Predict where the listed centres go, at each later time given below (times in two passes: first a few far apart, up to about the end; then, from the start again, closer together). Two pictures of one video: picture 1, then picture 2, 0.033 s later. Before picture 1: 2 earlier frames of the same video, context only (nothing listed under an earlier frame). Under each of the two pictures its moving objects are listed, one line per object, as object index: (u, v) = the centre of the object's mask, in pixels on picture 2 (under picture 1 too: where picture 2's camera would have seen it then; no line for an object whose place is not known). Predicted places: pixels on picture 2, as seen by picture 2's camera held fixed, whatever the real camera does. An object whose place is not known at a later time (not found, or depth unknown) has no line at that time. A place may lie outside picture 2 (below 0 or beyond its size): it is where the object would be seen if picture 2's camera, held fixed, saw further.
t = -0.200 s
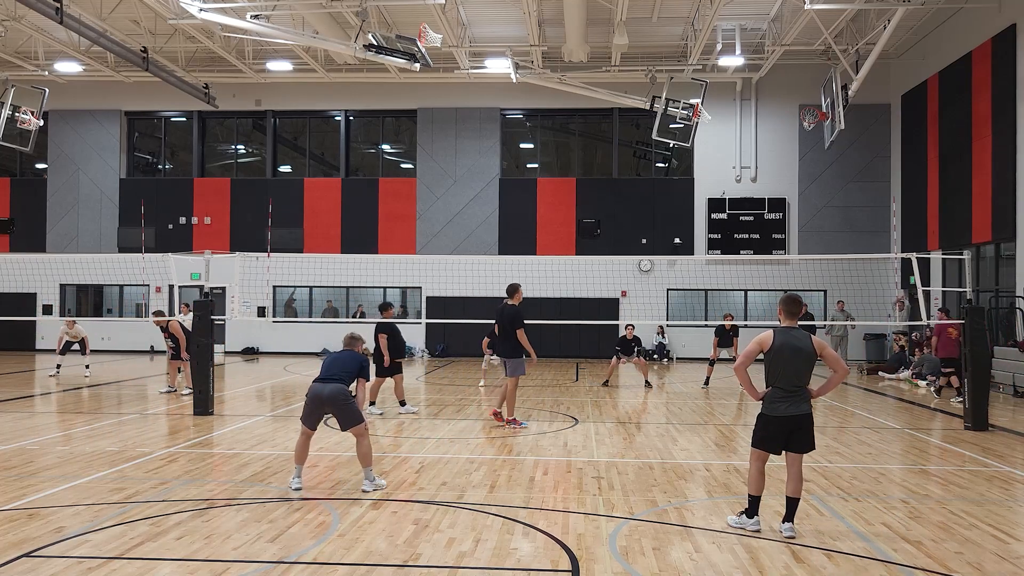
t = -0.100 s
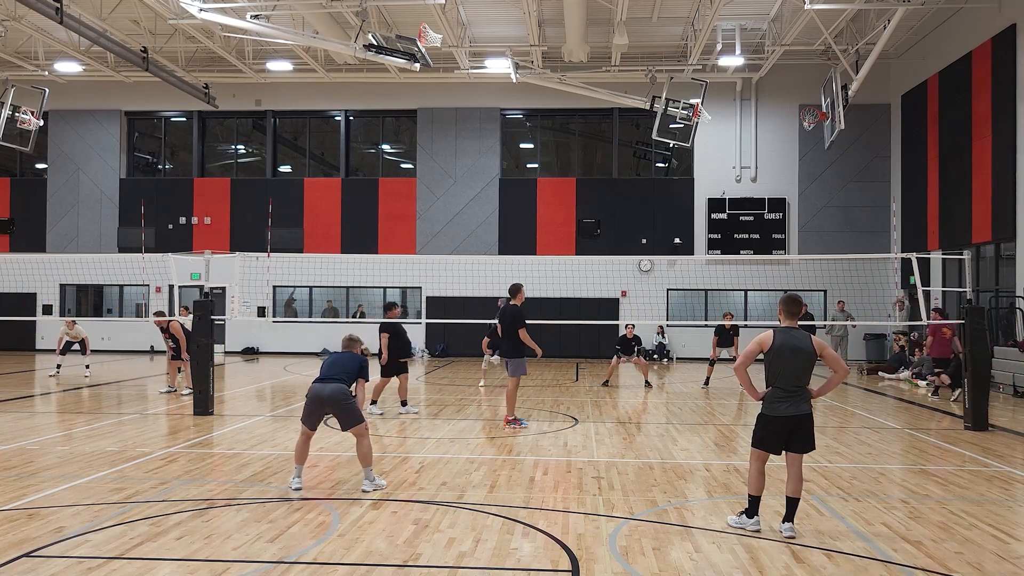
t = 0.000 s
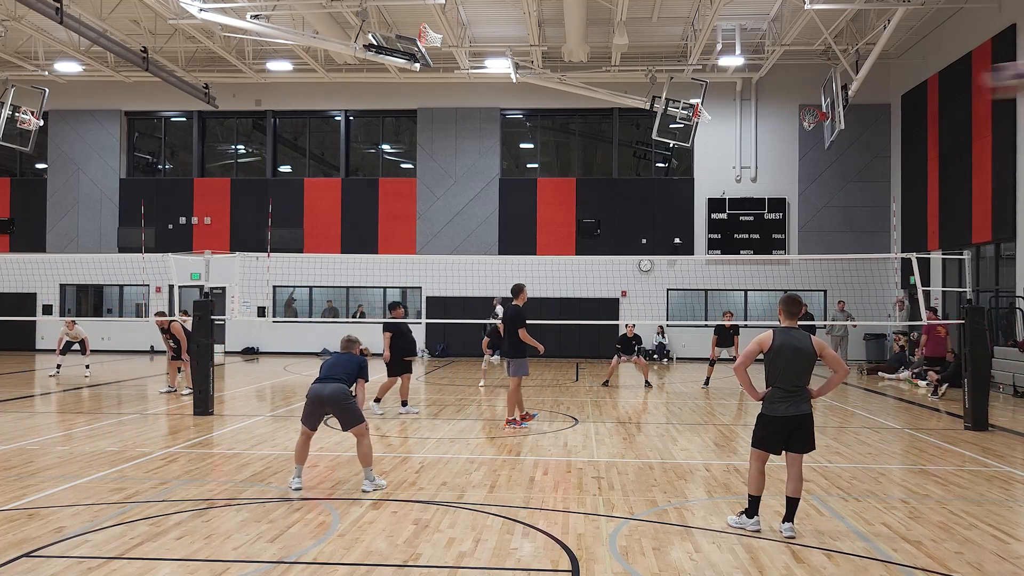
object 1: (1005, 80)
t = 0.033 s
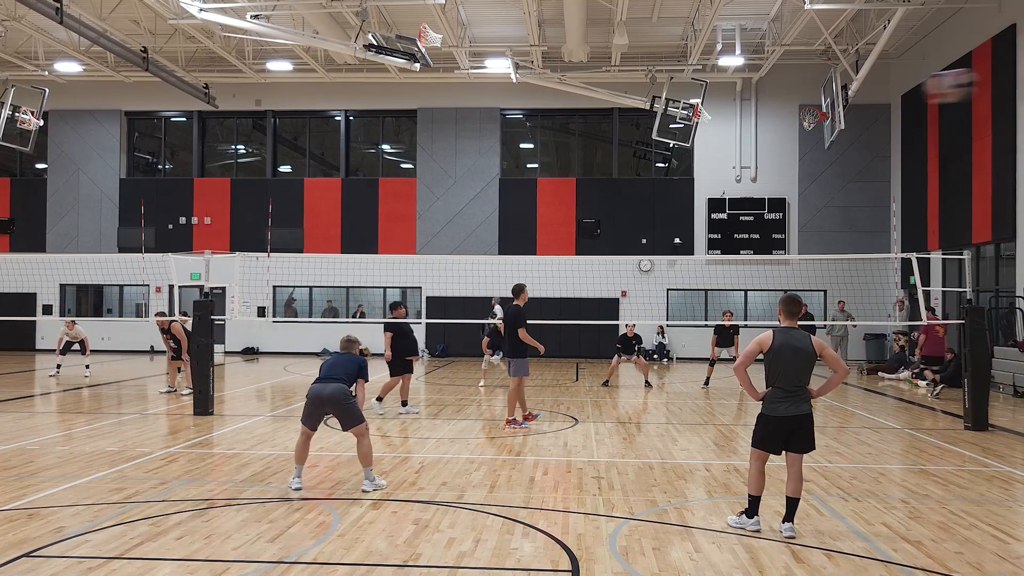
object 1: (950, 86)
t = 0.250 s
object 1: (724, 138)
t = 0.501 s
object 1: (615, 206)
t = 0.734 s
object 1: (561, 272)
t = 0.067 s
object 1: (898, 93)
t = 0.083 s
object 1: (875, 96)
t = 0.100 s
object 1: (858, 99)
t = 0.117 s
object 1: (837, 103)
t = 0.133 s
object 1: (819, 106)
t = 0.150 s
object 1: (802, 111)
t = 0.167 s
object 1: (786, 115)
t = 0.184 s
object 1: (773, 119)
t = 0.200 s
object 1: (759, 124)
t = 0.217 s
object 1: (746, 128)
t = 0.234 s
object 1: (735, 133)
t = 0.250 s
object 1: (724, 138)
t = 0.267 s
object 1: (714, 142)
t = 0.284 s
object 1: (705, 146)
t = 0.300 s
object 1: (694, 150)
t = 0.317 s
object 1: (684, 154)
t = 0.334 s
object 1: (679, 158)
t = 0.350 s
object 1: (672, 163)
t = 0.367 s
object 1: (664, 167)
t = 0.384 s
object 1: (657, 172)
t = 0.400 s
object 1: (650, 176)
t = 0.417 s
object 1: (644, 181)
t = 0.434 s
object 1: (638, 186)
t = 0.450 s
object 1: (632, 191)
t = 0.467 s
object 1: (626, 196)
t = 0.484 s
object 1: (621, 201)
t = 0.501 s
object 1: (615, 206)
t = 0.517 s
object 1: (610, 210)
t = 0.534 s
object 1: (605, 215)
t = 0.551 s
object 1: (601, 220)
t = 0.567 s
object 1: (596, 225)
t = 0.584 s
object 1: (592, 230)
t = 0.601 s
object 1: (588, 234)
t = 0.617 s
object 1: (584, 239)
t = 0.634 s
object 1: (581, 244)
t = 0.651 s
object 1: (577, 248)
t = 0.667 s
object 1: (574, 251)
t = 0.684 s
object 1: (570, 257)
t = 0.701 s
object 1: (568, 263)
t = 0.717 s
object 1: (565, 267)
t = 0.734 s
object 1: (561, 272)
